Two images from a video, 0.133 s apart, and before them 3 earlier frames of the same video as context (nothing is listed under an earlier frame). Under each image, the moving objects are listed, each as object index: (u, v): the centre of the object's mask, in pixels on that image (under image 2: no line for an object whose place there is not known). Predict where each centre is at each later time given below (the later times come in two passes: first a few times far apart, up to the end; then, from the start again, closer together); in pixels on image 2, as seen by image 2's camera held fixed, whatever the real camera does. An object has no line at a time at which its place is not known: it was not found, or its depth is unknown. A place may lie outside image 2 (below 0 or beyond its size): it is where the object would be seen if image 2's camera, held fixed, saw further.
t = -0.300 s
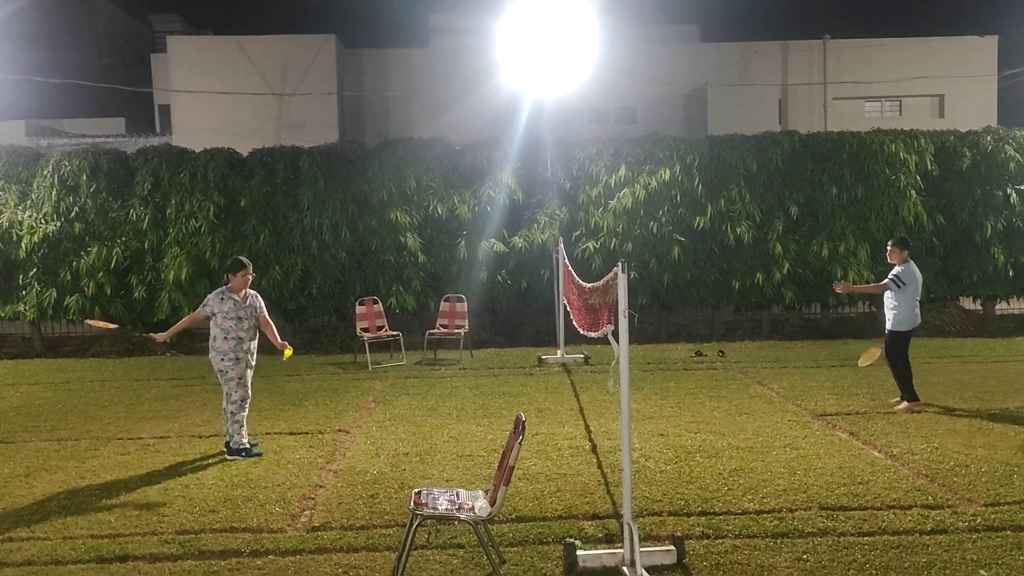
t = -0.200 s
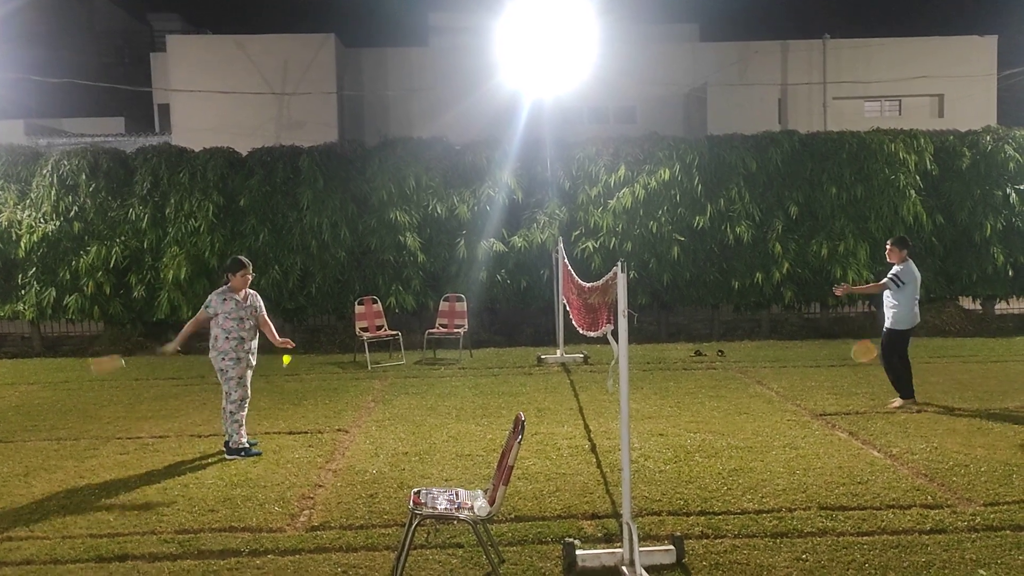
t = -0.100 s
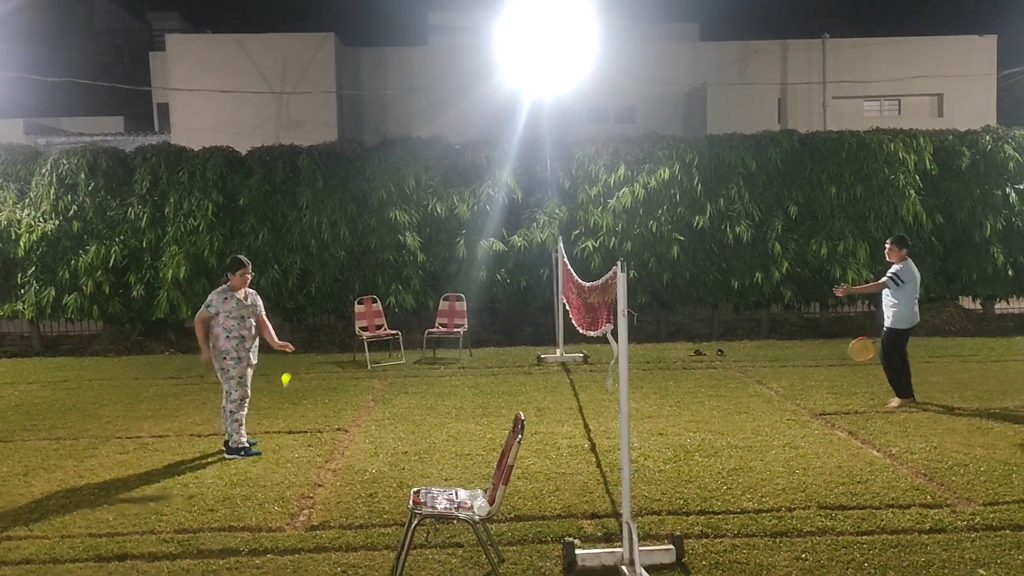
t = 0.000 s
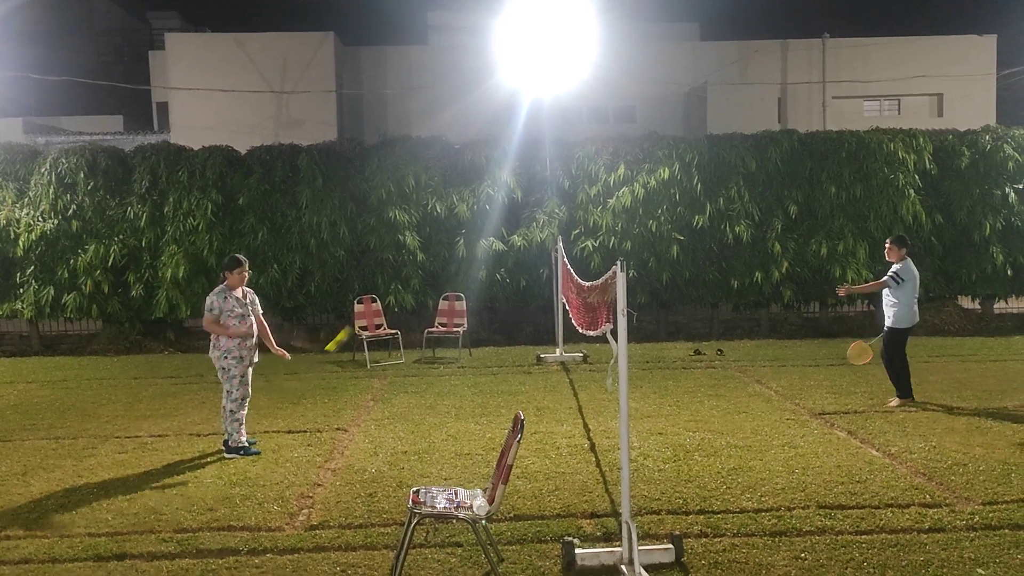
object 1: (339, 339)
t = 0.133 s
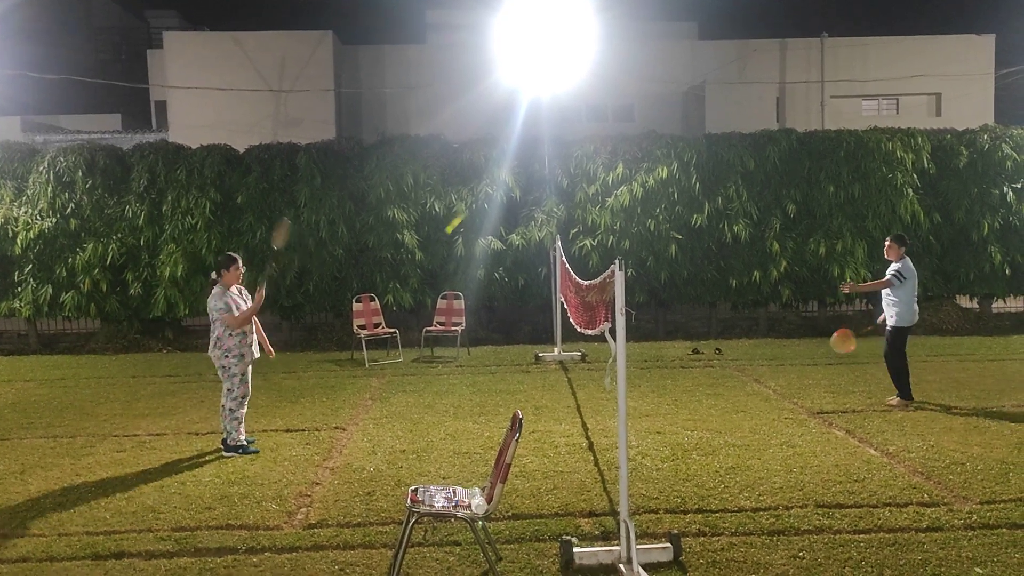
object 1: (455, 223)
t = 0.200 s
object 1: (503, 180)
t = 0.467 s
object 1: (651, 98)
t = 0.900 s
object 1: (819, 153)
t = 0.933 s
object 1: (829, 165)
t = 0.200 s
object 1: (503, 180)
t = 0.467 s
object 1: (651, 98)
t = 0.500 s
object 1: (667, 95)
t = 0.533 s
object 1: (683, 93)
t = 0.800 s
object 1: (786, 123)
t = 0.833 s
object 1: (798, 133)
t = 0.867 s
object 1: (809, 142)
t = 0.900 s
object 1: (819, 153)
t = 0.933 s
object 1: (829, 165)
